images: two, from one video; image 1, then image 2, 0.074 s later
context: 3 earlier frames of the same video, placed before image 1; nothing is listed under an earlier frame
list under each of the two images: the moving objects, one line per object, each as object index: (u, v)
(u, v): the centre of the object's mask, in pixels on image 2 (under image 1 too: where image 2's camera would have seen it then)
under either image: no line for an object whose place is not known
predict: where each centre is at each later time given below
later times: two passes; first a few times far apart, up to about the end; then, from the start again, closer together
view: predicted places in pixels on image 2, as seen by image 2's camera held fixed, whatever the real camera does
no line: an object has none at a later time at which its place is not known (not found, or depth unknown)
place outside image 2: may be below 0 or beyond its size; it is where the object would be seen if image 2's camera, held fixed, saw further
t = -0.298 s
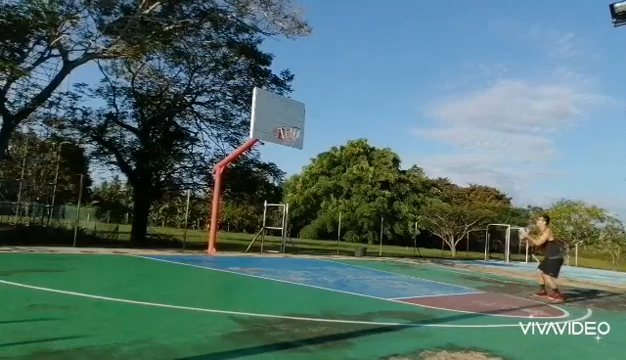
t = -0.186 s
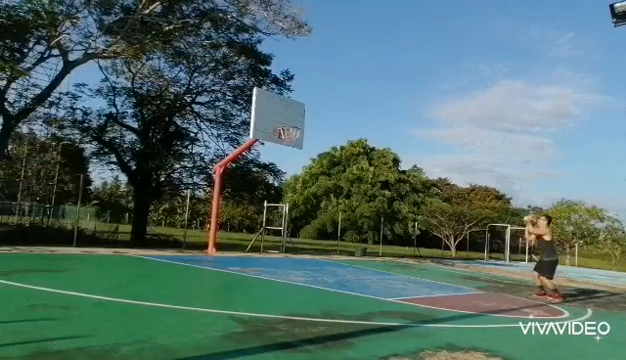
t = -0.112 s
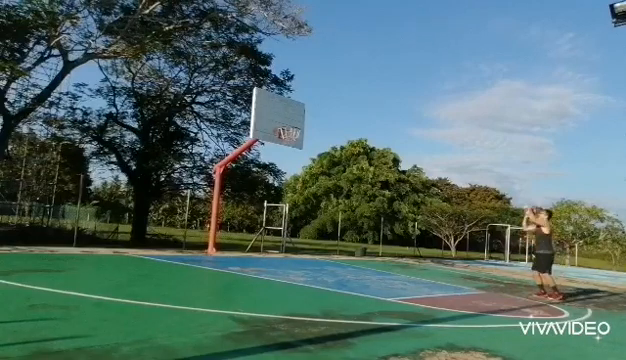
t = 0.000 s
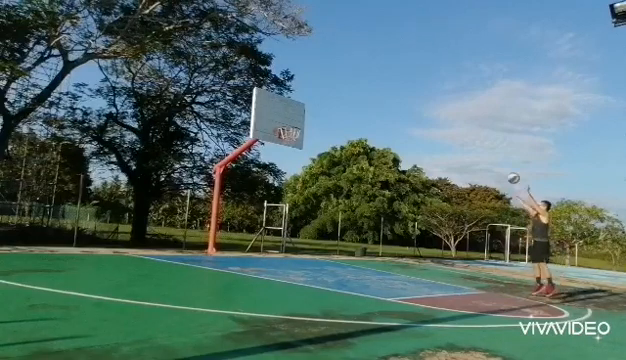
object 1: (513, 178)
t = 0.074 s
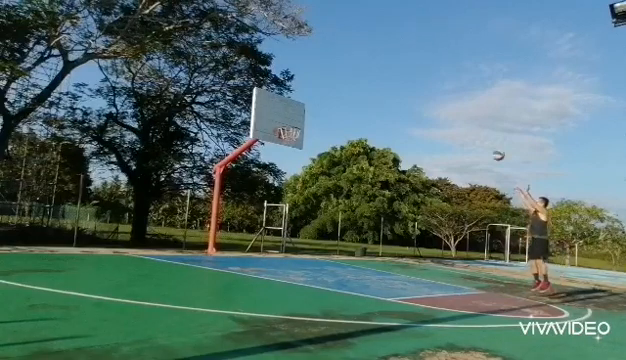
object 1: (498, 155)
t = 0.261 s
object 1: (462, 112)
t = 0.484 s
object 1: (421, 82)
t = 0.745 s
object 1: (376, 76)
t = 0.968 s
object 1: (339, 92)
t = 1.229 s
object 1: (302, 123)
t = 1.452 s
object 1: (314, 107)
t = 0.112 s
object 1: (490, 145)
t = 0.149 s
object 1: (483, 136)
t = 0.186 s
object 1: (476, 127)
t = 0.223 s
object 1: (469, 119)
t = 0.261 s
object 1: (462, 112)
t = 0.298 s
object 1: (455, 106)
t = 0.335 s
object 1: (448, 99)
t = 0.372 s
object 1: (441, 94)
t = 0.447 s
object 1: (428, 85)
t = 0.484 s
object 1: (421, 82)
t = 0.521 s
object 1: (415, 80)
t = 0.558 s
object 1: (408, 78)
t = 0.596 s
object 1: (402, 76)
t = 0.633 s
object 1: (396, 75)
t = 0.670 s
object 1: (389, 75)
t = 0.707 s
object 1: (383, 75)
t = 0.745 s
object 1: (376, 76)
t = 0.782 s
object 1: (370, 77)
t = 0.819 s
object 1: (364, 79)
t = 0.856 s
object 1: (357, 81)
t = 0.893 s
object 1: (351, 84)
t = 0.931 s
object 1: (345, 88)
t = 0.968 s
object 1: (339, 92)
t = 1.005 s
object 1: (332, 96)
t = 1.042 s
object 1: (326, 101)
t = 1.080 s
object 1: (320, 107)
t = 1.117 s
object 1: (313, 113)
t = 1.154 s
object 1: (307, 119)
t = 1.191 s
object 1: (301, 126)
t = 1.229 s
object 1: (302, 123)
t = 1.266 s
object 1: (304, 118)
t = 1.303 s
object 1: (307, 115)
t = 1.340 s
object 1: (309, 113)
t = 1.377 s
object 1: (310, 111)
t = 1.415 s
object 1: (313, 108)
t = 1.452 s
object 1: (314, 107)
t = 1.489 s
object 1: (316, 107)
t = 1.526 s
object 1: (318, 107)
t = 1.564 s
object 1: (319, 107)
